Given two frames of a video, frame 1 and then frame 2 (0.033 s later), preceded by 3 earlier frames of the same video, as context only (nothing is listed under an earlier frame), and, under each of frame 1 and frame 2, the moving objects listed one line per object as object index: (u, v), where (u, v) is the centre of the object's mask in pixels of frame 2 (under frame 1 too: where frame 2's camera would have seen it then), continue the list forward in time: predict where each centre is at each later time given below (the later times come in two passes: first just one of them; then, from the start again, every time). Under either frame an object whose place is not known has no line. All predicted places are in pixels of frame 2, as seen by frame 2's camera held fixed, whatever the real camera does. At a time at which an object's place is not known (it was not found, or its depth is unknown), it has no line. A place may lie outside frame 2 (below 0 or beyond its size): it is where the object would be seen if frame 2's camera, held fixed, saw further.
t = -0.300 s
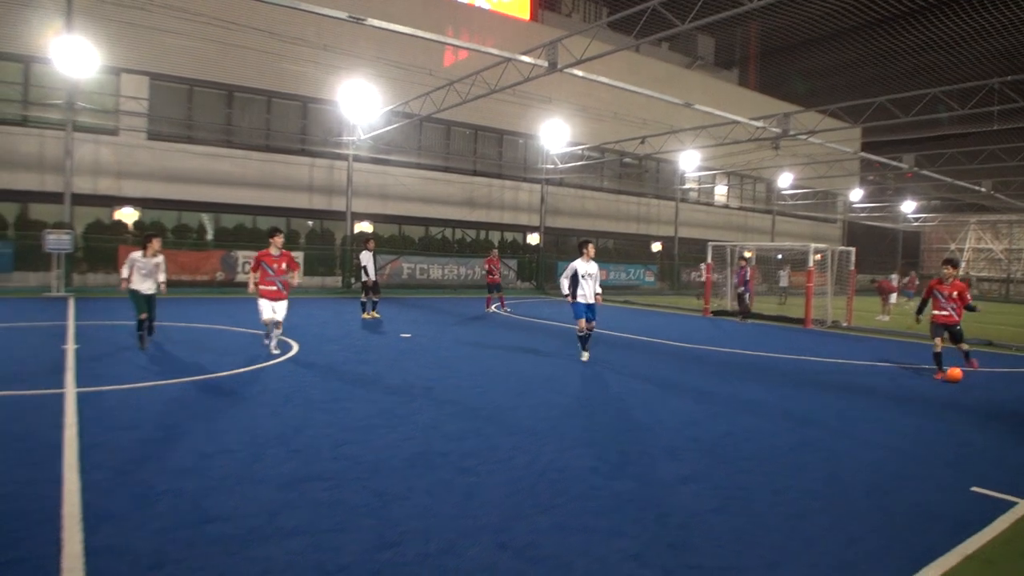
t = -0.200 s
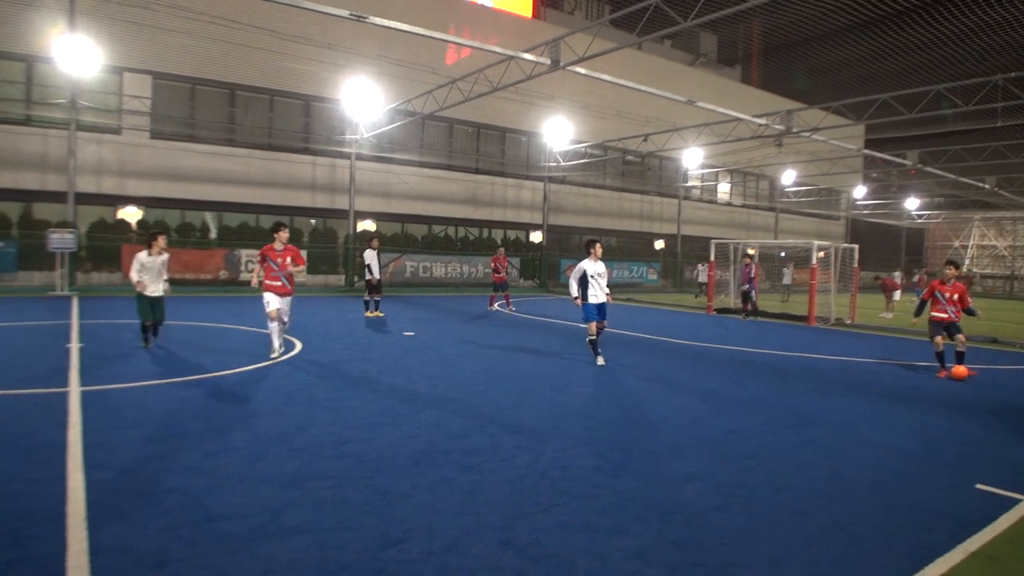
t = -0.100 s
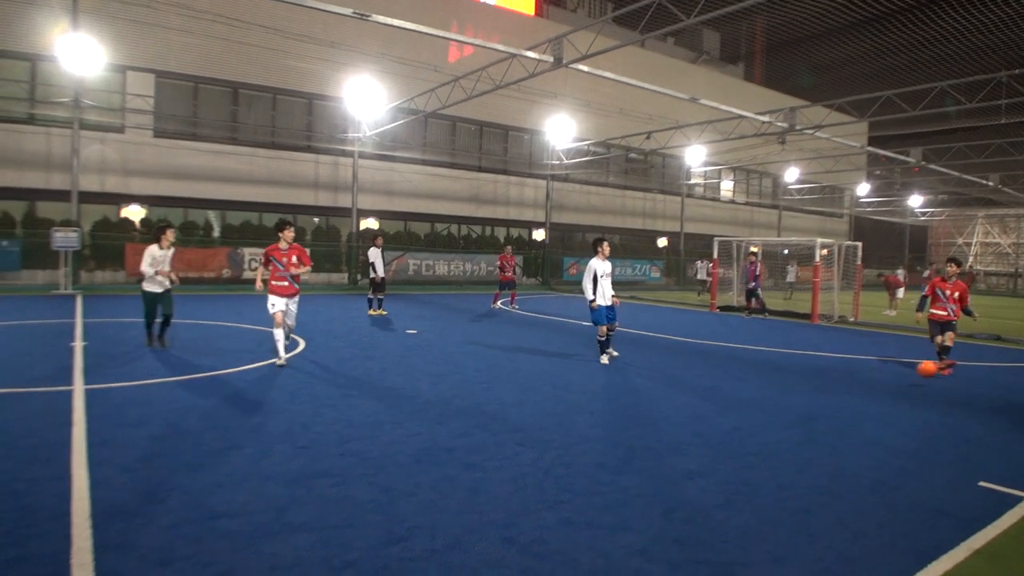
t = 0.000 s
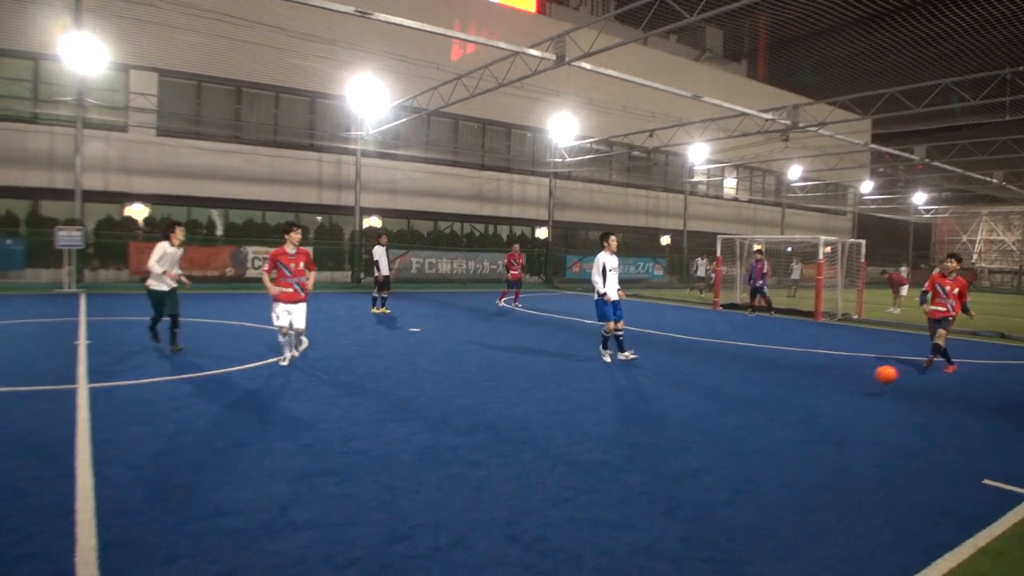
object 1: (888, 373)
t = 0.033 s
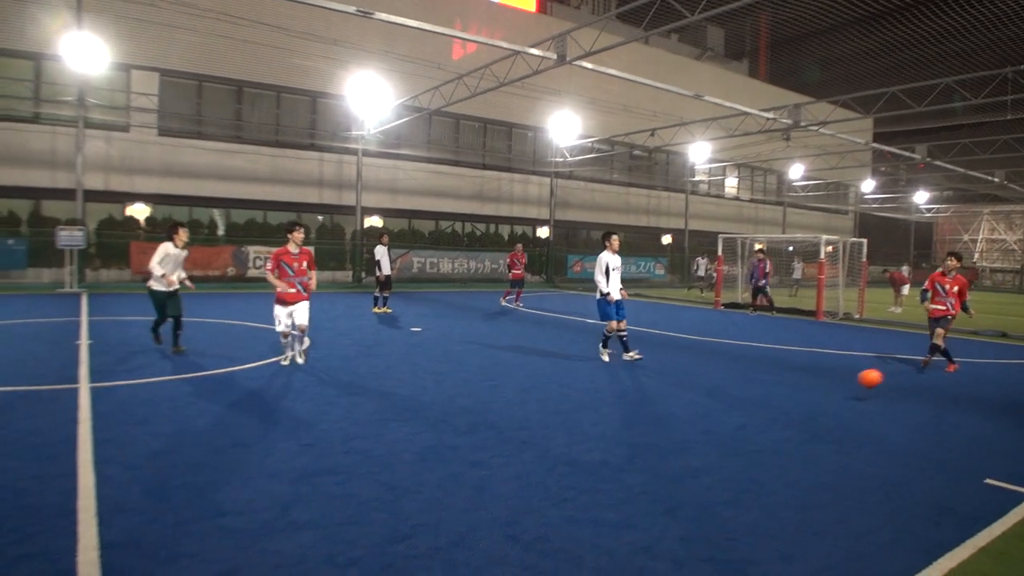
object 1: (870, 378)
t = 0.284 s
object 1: (707, 422)
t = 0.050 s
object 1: (860, 382)
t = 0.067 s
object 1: (851, 385)
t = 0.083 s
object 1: (842, 388)
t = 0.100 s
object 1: (830, 393)
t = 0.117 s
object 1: (820, 398)
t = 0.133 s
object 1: (809, 403)
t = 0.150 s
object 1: (798, 406)
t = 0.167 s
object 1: (788, 406)
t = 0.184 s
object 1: (778, 408)
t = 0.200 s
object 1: (767, 409)
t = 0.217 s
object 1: (756, 411)
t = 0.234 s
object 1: (745, 414)
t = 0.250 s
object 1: (734, 416)
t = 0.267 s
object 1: (721, 418)
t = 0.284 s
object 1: (707, 422)
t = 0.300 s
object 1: (692, 426)
